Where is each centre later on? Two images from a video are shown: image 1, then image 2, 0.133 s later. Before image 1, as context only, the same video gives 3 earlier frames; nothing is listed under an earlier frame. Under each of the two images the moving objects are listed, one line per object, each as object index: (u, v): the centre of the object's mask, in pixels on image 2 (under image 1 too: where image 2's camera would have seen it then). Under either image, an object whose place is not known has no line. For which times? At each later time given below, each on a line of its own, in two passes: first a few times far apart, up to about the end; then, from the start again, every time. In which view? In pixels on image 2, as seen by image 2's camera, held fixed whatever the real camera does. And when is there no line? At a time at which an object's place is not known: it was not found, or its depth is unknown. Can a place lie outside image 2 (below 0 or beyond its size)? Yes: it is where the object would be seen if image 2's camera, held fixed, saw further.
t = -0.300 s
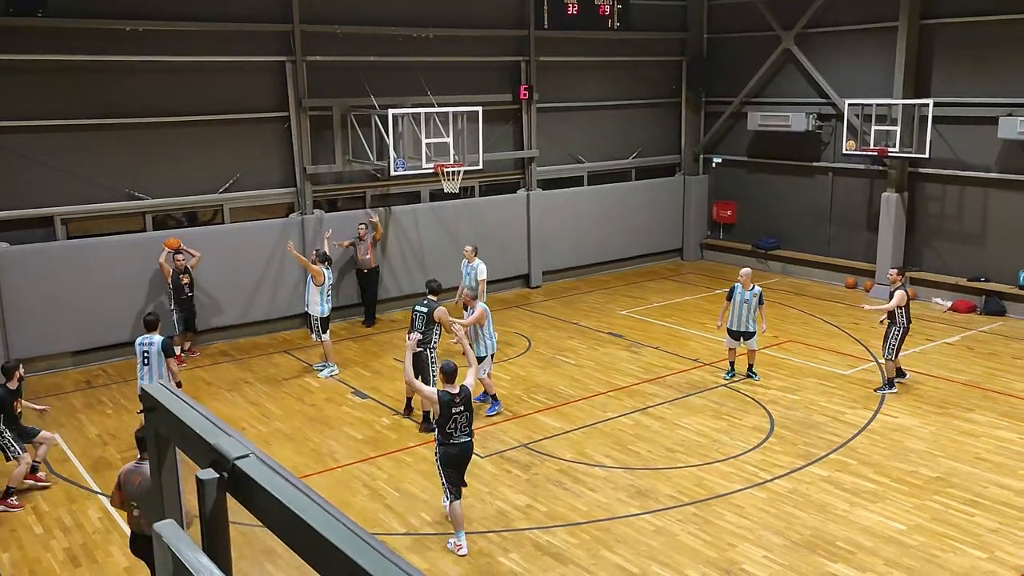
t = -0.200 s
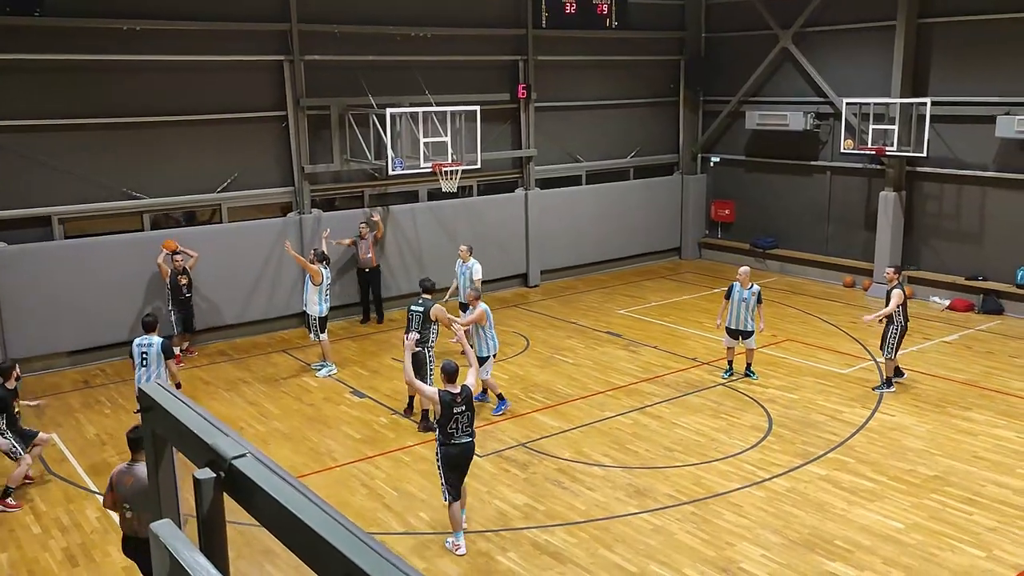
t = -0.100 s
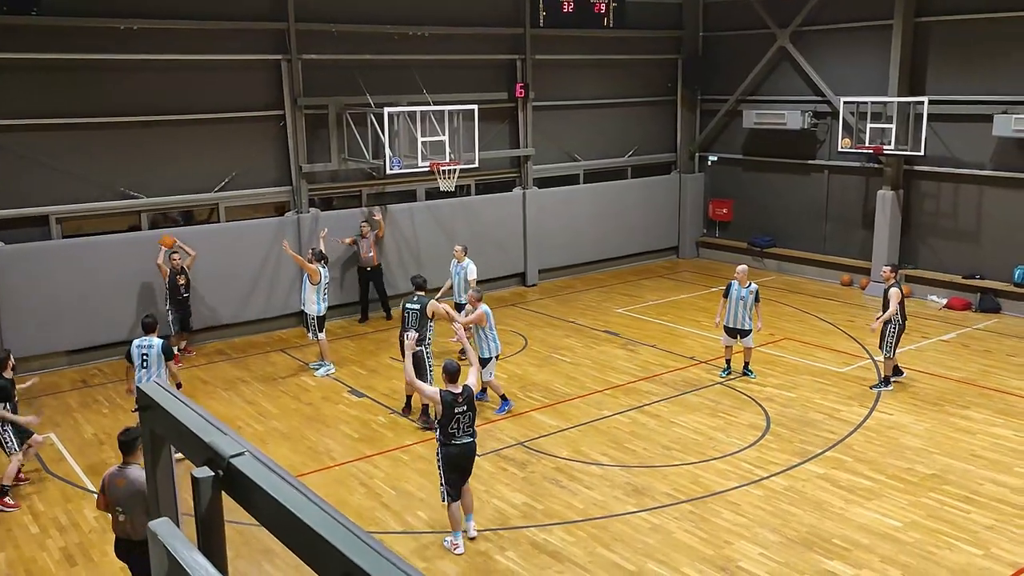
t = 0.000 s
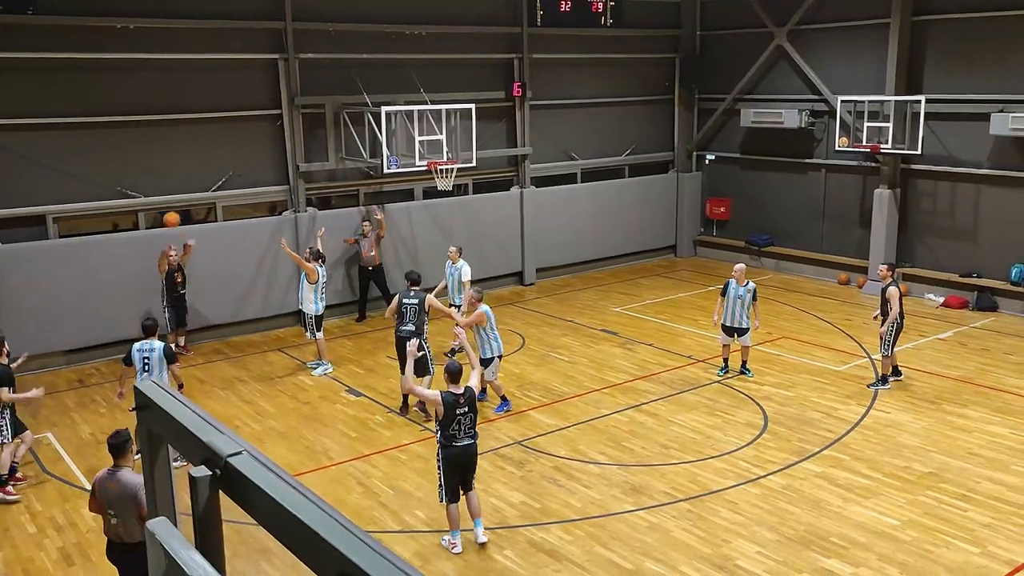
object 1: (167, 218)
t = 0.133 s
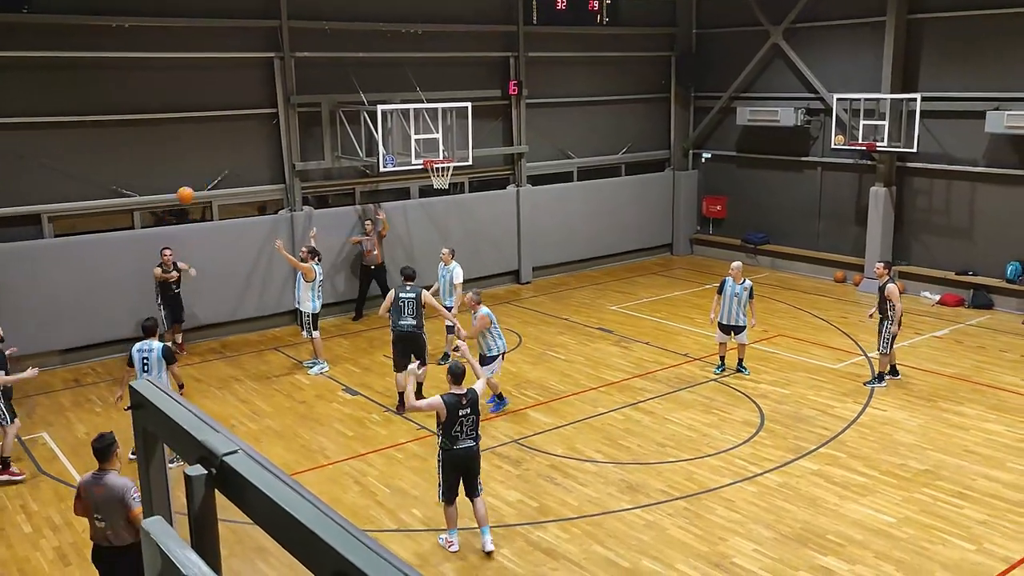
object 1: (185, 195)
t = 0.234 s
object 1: (201, 183)
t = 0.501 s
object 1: (257, 186)
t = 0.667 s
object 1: (301, 223)
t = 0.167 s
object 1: (190, 190)
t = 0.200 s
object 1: (196, 187)
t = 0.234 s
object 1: (201, 183)
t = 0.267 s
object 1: (208, 181)
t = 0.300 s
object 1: (214, 179)
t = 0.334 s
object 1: (220, 178)
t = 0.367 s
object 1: (227, 177)
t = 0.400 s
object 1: (234, 178)
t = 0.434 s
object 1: (241, 180)
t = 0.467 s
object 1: (249, 183)
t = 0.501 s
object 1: (257, 186)
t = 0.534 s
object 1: (265, 191)
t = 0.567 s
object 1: (274, 197)
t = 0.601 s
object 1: (283, 204)
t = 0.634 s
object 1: (291, 213)
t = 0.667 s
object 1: (301, 223)
